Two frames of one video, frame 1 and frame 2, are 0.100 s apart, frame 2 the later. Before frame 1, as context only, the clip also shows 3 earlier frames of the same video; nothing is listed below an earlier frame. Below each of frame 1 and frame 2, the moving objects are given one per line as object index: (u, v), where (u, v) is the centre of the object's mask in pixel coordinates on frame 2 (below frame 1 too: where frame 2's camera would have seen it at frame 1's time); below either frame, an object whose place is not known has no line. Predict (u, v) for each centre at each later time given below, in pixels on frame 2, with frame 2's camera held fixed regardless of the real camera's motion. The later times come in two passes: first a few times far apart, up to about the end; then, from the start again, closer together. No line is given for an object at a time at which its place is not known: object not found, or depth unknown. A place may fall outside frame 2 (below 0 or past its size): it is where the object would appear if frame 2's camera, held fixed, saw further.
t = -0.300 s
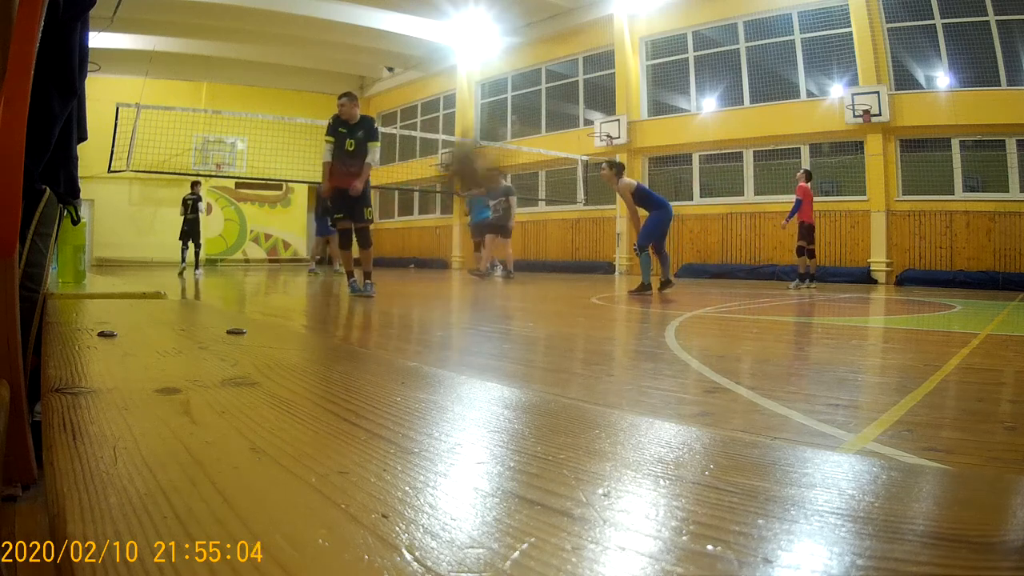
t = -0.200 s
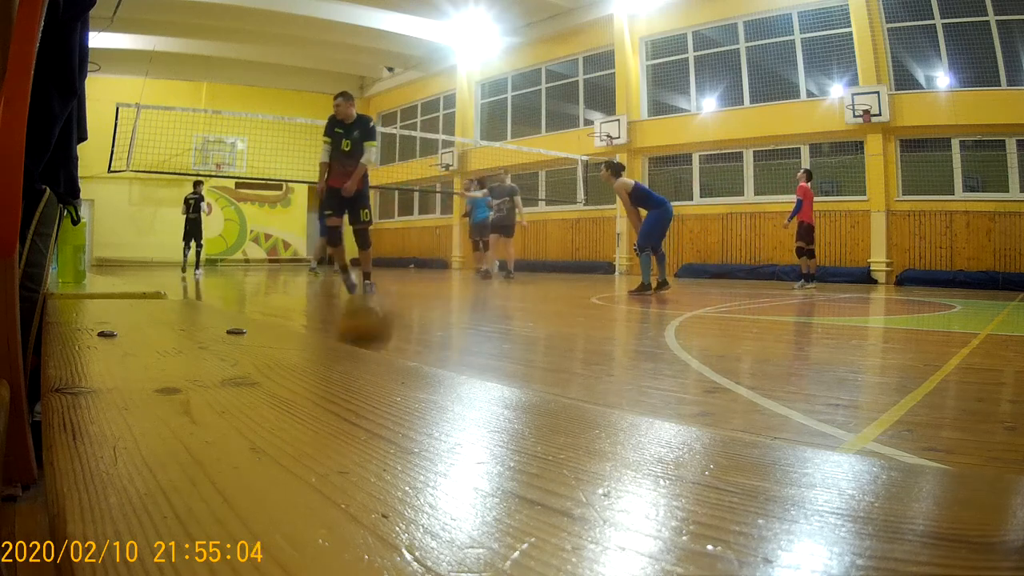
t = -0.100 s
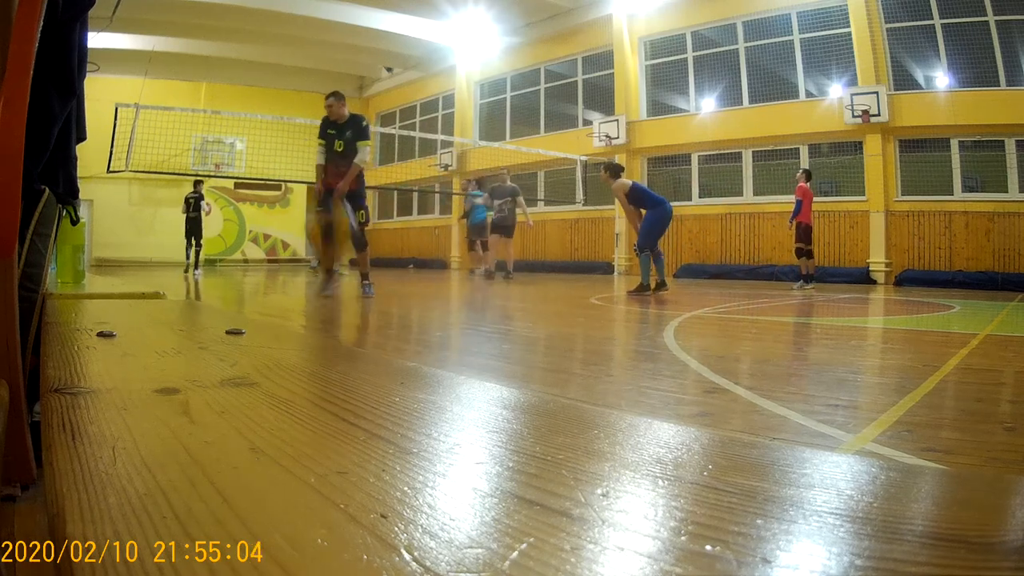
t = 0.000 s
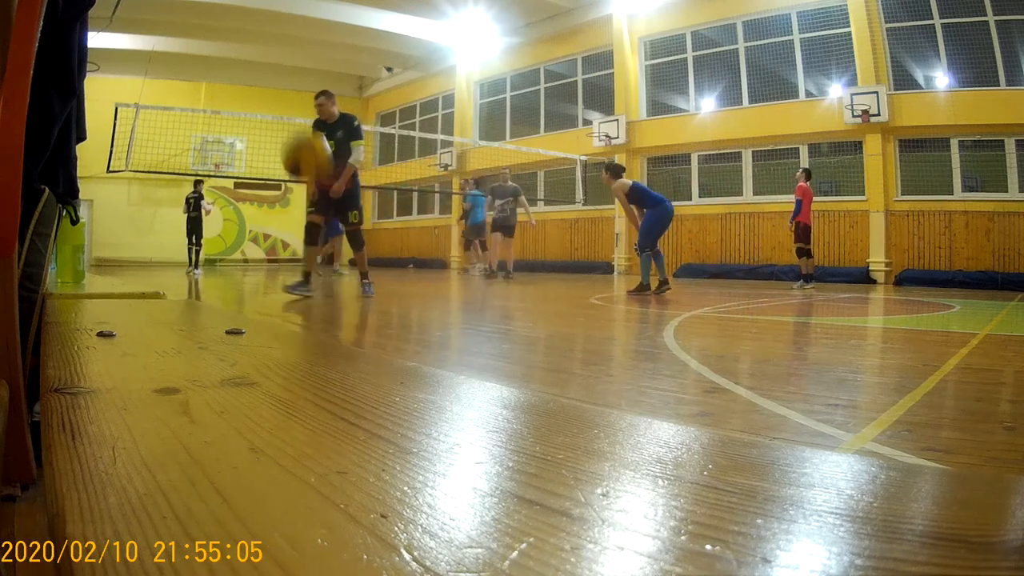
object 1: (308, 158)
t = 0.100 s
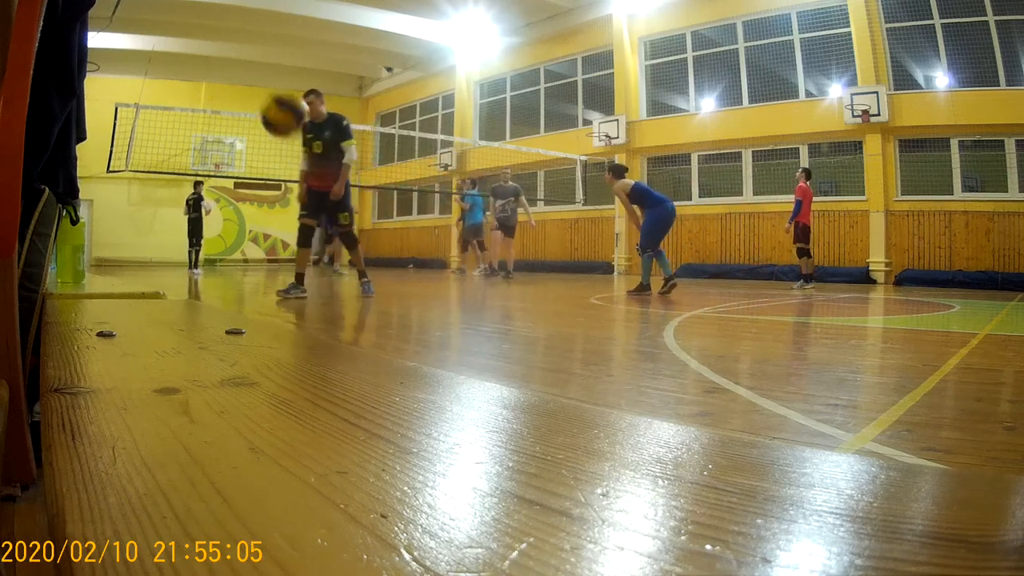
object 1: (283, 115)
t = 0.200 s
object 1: (264, 96)
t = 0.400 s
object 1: (223, 119)
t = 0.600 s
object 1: (182, 213)
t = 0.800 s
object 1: (157, 261)
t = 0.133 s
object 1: (276, 105)
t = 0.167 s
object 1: (270, 99)
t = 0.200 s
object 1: (264, 96)
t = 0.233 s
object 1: (257, 94)
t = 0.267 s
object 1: (250, 95)
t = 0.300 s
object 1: (243, 97)
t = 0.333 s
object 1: (235, 102)
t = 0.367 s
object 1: (229, 109)
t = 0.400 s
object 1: (223, 119)
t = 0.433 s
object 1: (215, 131)
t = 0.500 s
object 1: (202, 158)
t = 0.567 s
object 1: (190, 193)
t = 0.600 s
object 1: (182, 213)
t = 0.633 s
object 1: (177, 234)
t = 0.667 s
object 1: (173, 257)
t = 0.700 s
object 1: (170, 280)
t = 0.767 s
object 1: (161, 280)
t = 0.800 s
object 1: (157, 261)
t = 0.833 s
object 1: (154, 246)
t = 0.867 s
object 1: (150, 233)
